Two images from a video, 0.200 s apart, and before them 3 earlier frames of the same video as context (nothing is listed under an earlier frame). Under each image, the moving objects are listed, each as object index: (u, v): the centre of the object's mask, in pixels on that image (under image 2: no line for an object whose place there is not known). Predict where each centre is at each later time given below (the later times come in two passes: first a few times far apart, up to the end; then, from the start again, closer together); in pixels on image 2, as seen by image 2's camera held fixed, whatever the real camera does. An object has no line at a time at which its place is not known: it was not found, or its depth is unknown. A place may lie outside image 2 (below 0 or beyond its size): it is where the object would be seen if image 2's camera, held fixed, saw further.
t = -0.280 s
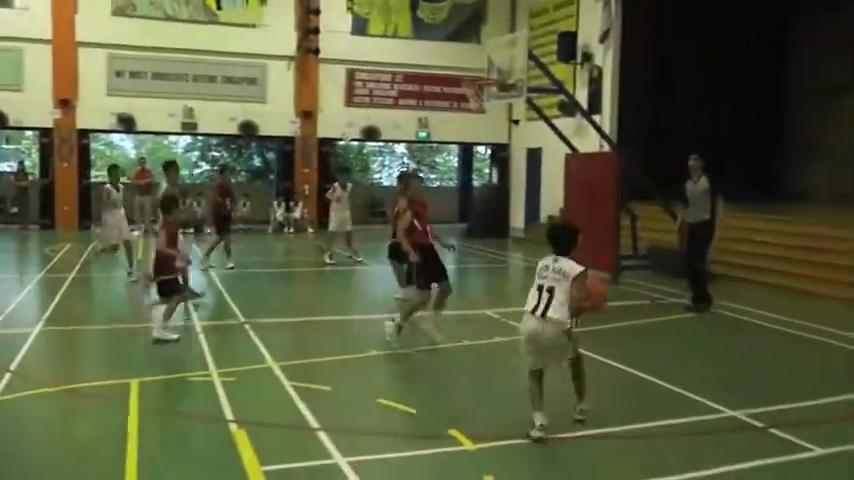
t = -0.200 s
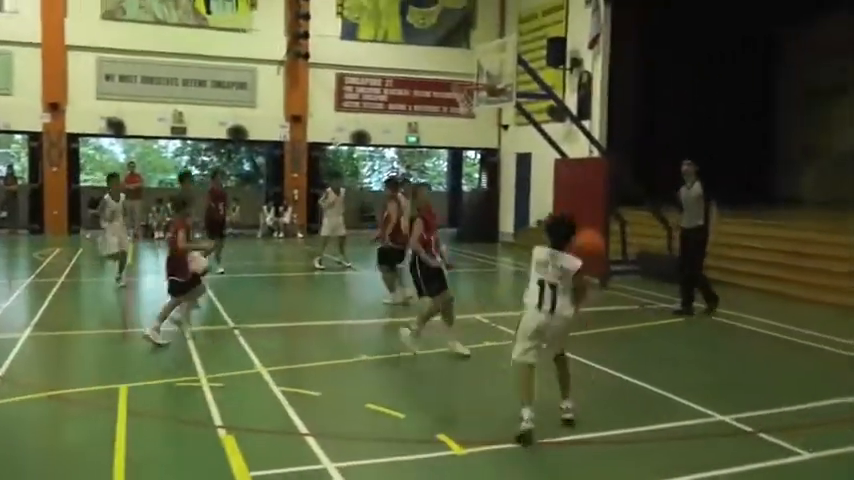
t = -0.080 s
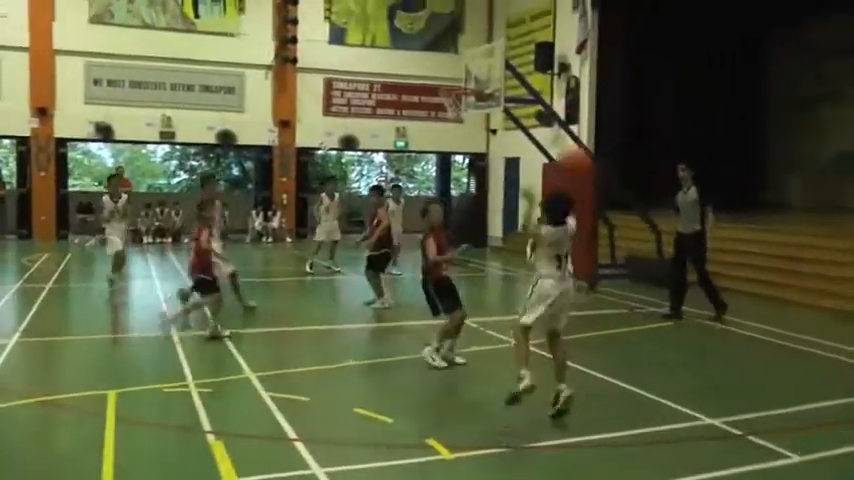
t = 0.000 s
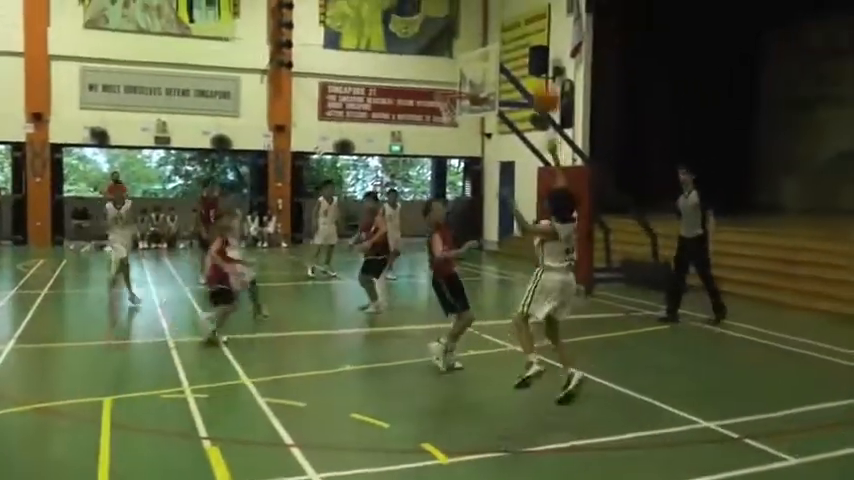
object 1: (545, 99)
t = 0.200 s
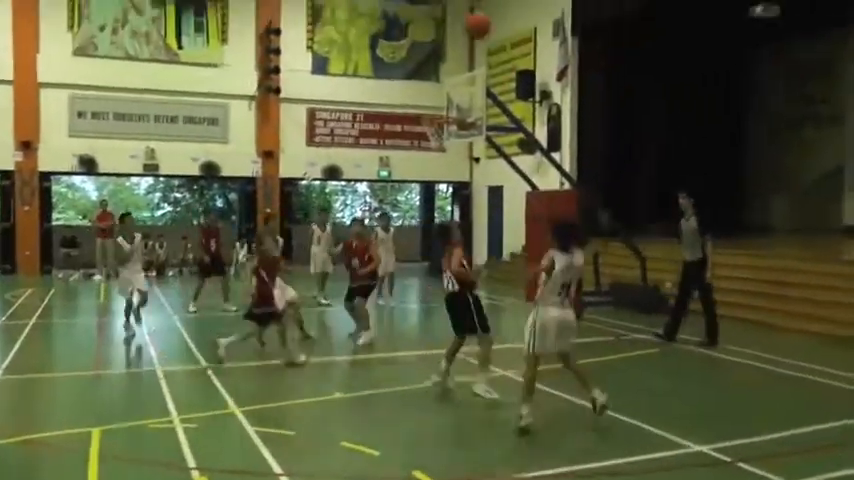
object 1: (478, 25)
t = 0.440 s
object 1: (429, -10)
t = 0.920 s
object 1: (359, 87)
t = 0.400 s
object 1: (435, -10)
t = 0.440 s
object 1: (429, -10)
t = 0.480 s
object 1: (421, -9)
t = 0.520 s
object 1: (416, -9)
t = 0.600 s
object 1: (401, 1)
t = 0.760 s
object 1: (380, 31)
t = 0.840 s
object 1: (368, 58)
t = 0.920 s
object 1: (359, 87)
